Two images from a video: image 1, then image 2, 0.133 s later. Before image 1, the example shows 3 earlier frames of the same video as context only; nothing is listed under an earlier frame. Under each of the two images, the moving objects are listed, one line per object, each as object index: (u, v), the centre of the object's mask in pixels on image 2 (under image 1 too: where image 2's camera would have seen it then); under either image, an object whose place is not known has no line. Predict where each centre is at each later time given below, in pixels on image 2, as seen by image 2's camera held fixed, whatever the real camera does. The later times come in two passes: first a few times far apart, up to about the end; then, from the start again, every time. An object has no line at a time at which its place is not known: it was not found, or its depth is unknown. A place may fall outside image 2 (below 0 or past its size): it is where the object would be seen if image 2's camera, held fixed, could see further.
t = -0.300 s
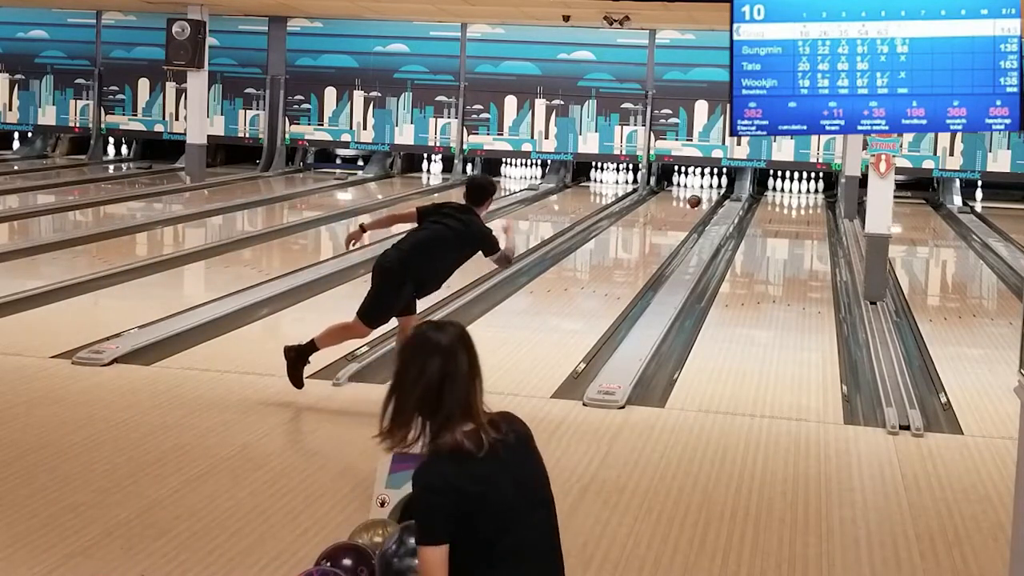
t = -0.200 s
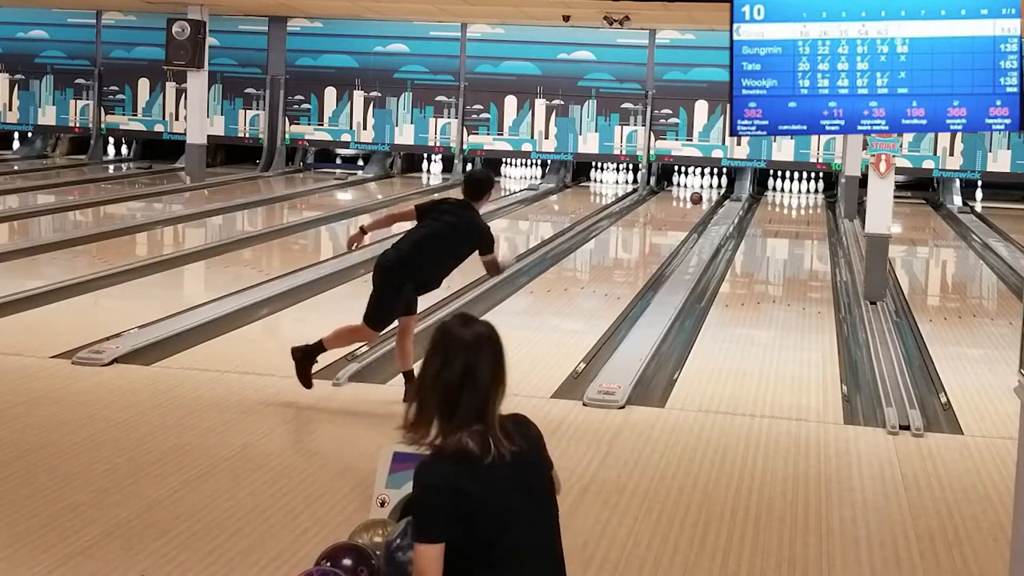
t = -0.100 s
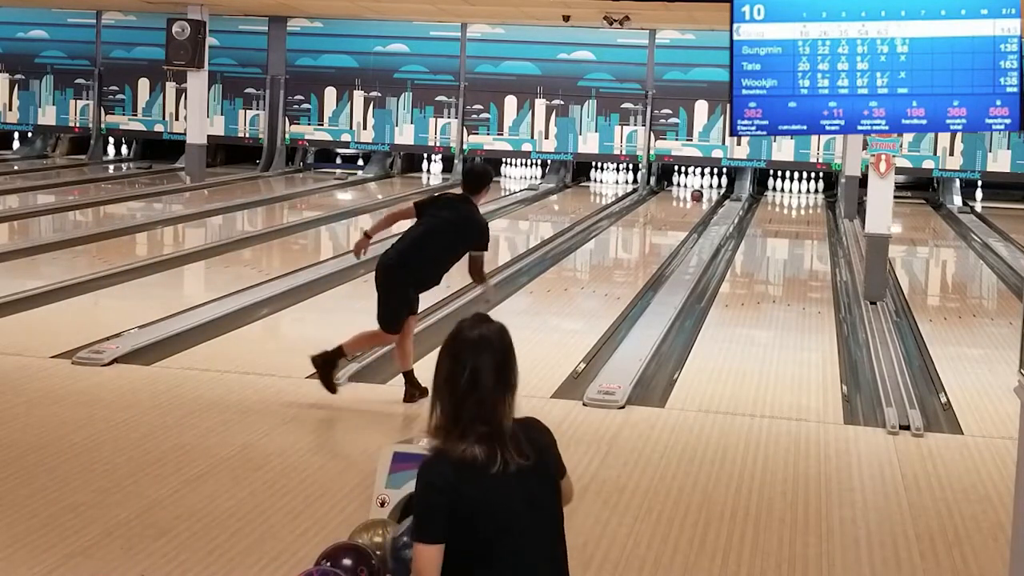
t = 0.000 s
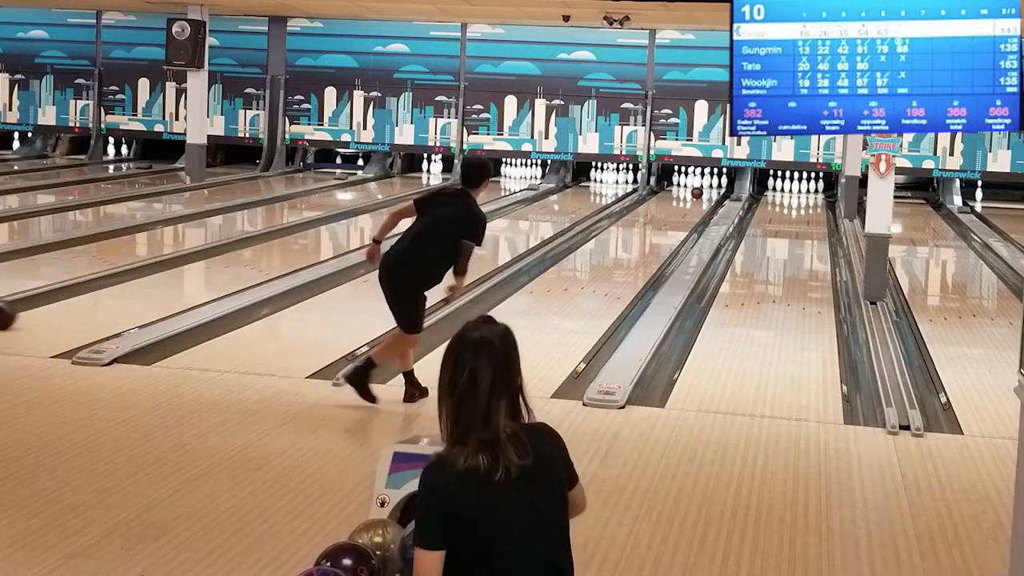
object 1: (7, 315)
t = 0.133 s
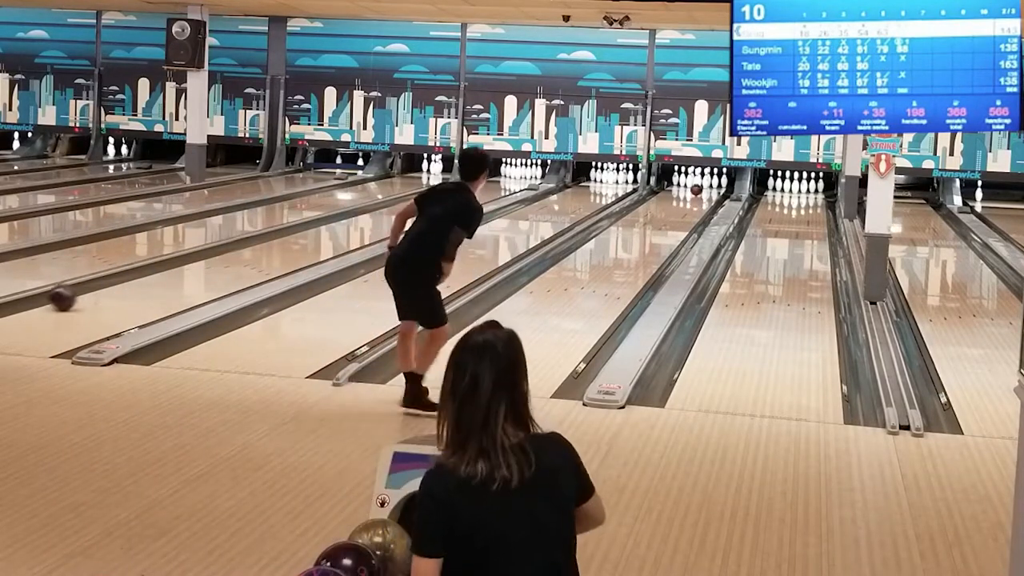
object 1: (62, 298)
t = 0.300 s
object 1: (125, 279)
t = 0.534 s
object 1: (197, 260)
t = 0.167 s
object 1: (76, 295)
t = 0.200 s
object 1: (89, 291)
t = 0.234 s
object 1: (102, 287)
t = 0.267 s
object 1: (114, 283)
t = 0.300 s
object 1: (125, 279)
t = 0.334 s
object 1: (137, 277)
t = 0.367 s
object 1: (147, 273)
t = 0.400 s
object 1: (159, 270)
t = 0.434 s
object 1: (169, 268)
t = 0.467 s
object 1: (178, 265)
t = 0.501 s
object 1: (188, 263)
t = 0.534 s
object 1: (197, 260)
